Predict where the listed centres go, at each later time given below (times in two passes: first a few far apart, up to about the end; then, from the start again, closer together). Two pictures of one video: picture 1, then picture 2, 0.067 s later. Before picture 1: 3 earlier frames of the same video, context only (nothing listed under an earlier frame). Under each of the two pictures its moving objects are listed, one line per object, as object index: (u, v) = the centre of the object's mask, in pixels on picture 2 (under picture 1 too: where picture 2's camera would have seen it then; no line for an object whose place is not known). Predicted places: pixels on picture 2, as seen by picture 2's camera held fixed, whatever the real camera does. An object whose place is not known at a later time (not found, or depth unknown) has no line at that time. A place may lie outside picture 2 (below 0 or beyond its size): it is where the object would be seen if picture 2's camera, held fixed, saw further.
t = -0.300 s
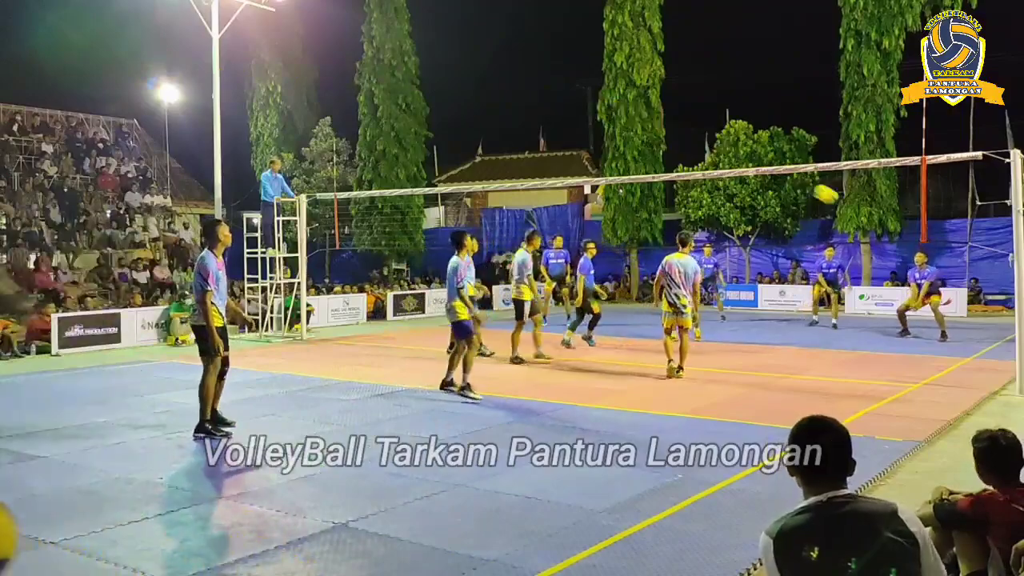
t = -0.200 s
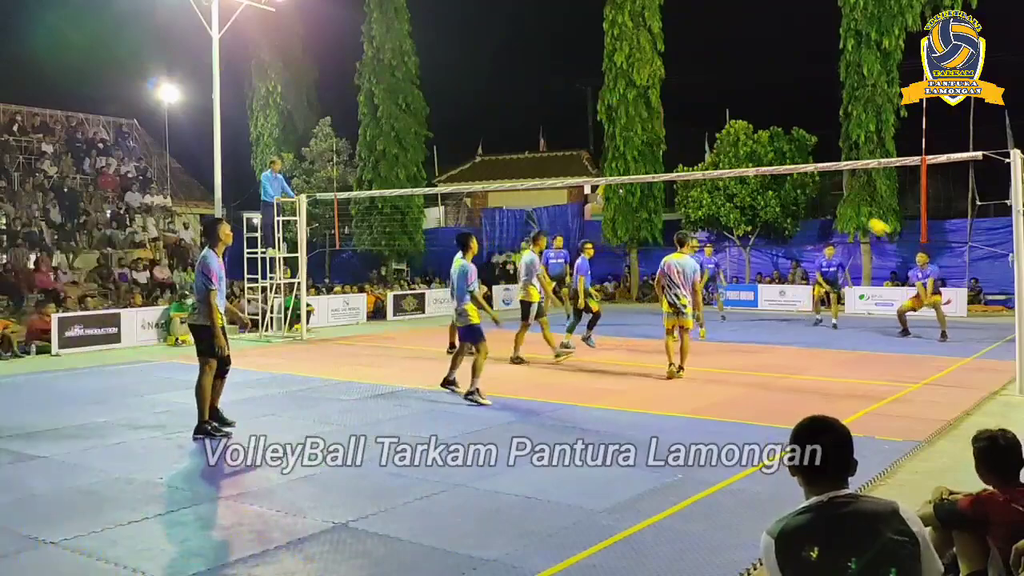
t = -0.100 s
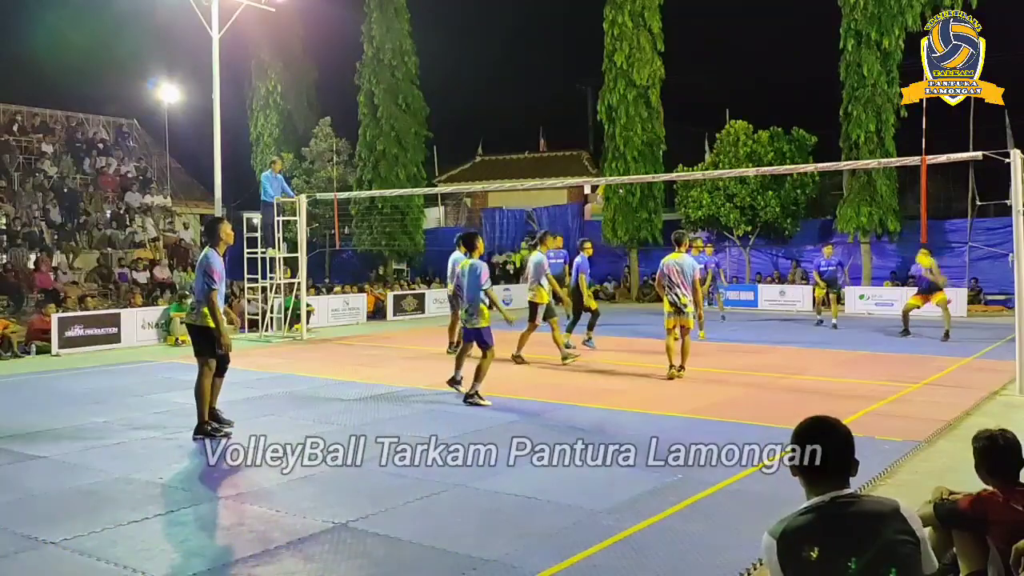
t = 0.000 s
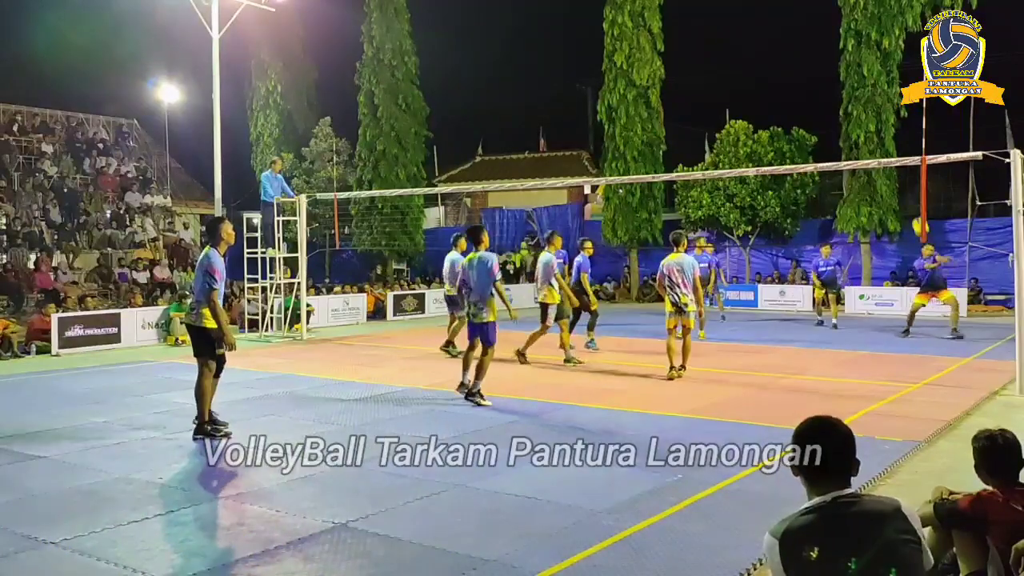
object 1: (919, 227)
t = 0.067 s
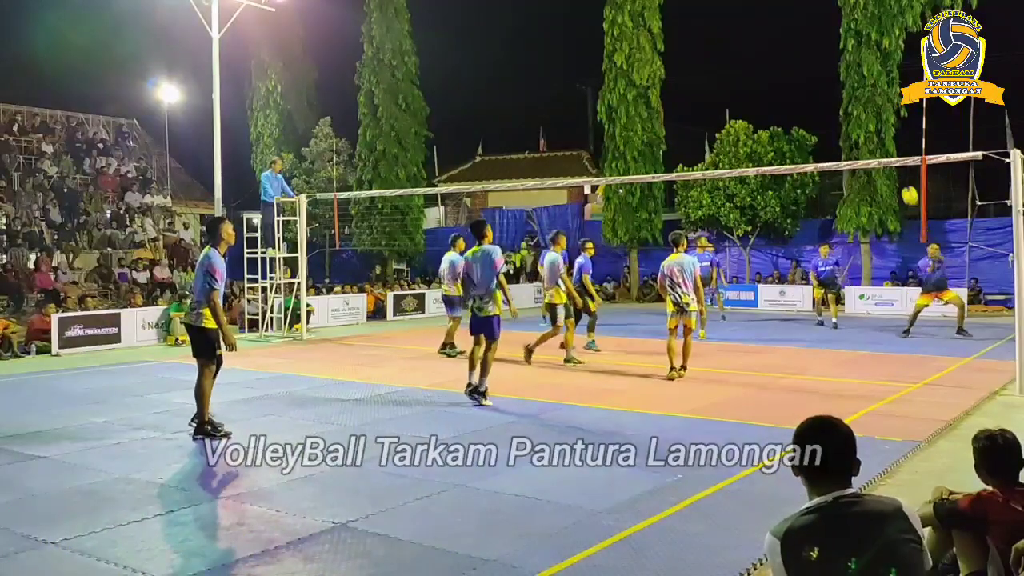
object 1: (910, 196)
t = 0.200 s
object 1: (890, 145)
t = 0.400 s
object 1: (859, 89)
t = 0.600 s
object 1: (830, 58)
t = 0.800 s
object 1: (800, 52)
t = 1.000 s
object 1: (771, 72)
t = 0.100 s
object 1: (905, 182)
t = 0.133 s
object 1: (900, 171)
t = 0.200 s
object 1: (890, 145)
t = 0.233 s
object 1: (884, 133)
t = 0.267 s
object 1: (879, 123)
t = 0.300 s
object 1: (874, 113)
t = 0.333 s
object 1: (869, 104)
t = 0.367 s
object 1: (864, 96)
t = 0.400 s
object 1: (859, 89)
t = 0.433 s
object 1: (854, 82)
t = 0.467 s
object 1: (849, 76)
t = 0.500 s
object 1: (844, 70)
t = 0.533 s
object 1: (839, 65)
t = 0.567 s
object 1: (835, 61)
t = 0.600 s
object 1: (830, 58)
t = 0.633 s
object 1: (824, 55)
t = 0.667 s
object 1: (820, 53)
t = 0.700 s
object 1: (815, 52)
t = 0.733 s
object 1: (810, 51)
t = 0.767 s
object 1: (805, 51)
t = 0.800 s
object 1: (800, 52)
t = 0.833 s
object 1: (795, 53)
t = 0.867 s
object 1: (791, 56)
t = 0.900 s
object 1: (786, 59)
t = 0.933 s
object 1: (781, 62)
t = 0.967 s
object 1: (776, 66)
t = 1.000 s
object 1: (771, 72)
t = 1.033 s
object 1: (766, 77)
